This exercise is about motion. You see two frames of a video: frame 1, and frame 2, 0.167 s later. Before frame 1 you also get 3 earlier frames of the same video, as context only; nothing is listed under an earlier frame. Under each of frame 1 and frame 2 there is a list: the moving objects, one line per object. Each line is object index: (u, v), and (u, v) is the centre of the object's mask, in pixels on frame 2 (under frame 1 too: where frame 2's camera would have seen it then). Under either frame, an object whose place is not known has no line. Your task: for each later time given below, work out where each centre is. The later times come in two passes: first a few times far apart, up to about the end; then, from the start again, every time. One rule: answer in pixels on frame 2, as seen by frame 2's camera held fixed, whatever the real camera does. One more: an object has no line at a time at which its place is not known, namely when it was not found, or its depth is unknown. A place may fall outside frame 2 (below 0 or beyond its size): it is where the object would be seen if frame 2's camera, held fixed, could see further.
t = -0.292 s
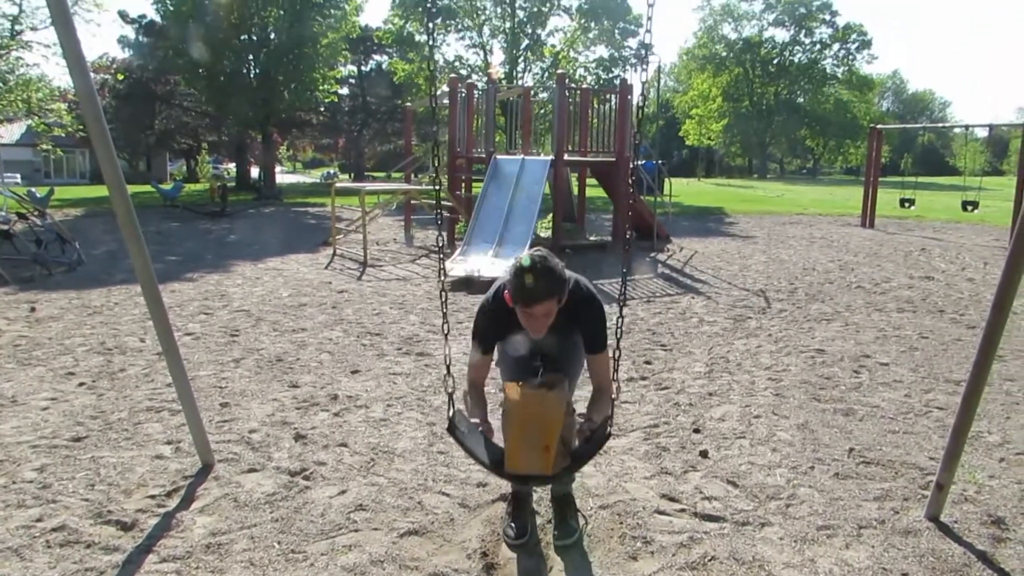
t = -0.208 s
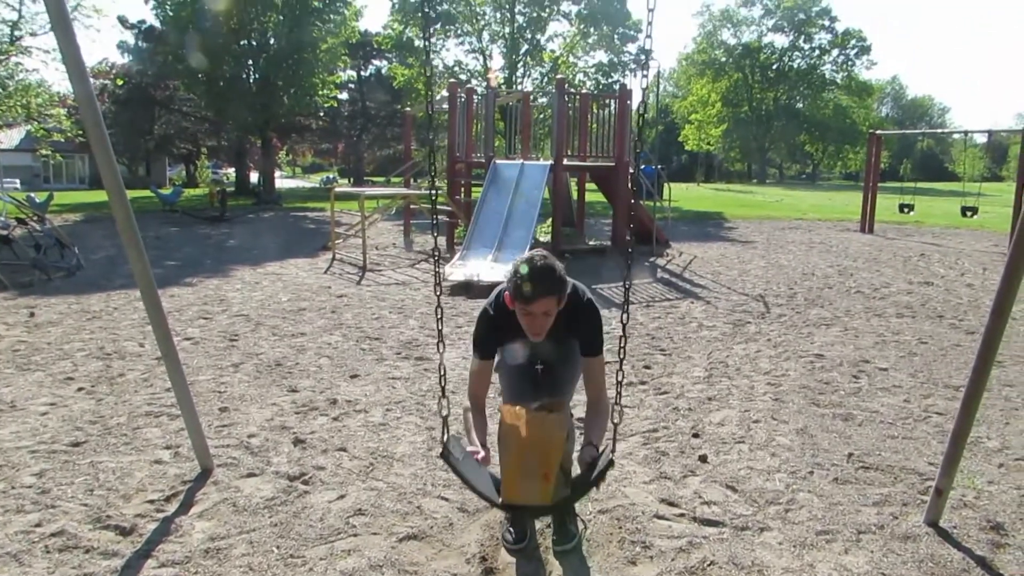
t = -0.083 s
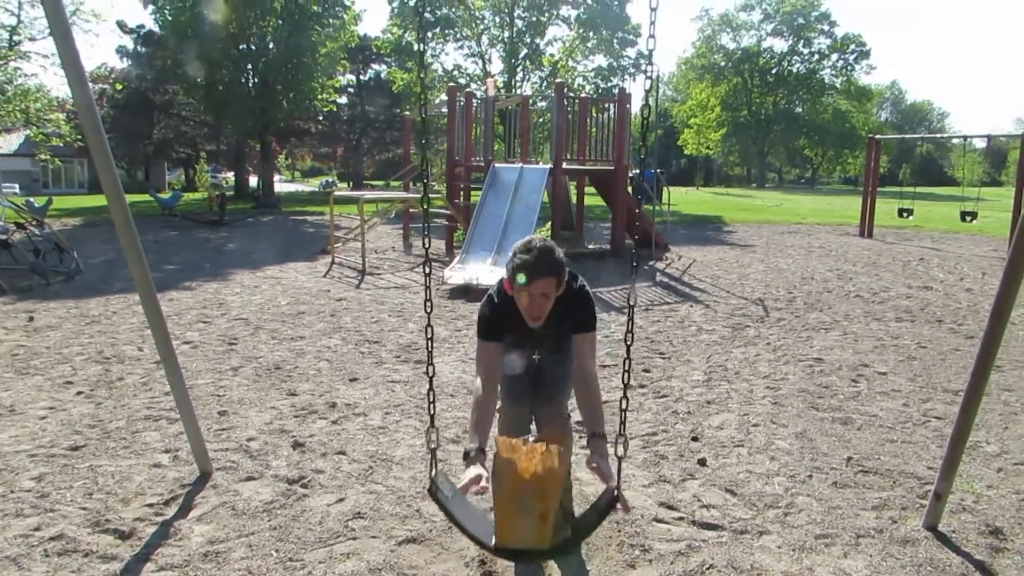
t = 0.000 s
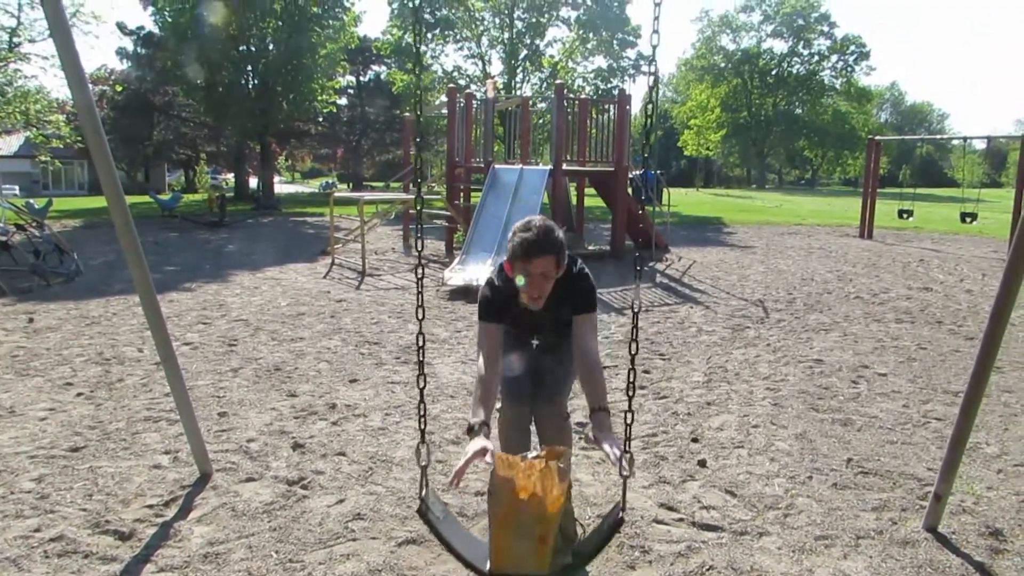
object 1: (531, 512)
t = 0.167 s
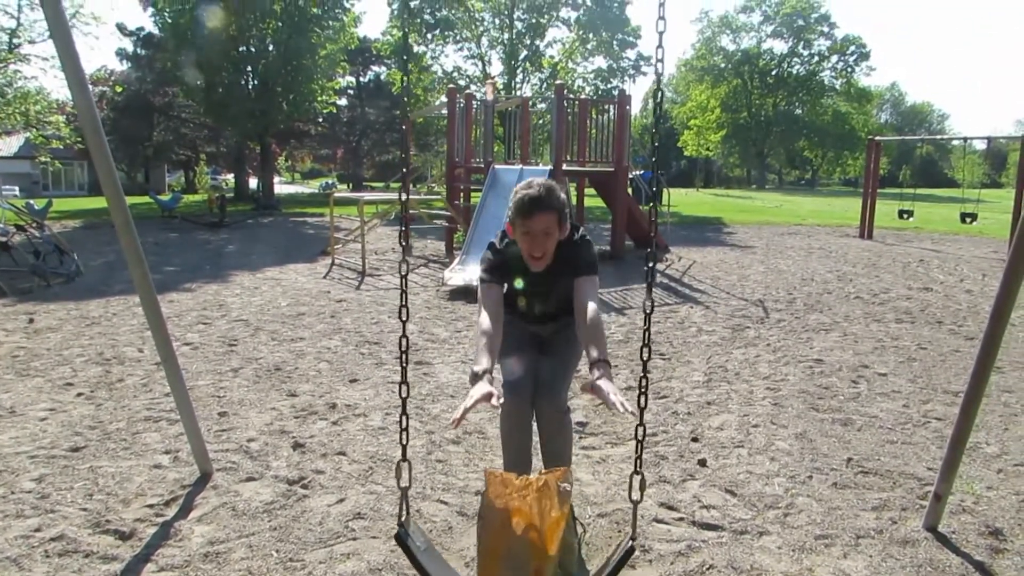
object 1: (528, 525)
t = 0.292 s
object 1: (524, 535)
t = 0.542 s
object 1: (515, 537)
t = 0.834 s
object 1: (509, 543)
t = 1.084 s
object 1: (514, 513)
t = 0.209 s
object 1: (526, 528)
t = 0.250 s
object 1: (524, 531)
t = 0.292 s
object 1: (524, 535)
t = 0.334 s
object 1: (523, 536)
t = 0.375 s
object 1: (522, 537)
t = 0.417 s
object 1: (520, 537)
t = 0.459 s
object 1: (519, 537)
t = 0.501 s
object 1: (517, 537)
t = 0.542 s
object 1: (515, 537)
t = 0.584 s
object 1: (514, 538)
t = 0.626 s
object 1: (513, 539)
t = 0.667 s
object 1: (512, 540)
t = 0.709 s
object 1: (511, 541)
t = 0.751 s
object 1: (509, 543)
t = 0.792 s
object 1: (509, 544)
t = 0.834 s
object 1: (509, 543)
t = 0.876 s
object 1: (509, 543)
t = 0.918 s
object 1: (509, 541)
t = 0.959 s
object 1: (510, 536)
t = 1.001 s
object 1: (511, 530)
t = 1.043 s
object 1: (512, 522)
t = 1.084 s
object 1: (514, 513)
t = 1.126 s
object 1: (515, 504)
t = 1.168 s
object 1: (517, 495)
